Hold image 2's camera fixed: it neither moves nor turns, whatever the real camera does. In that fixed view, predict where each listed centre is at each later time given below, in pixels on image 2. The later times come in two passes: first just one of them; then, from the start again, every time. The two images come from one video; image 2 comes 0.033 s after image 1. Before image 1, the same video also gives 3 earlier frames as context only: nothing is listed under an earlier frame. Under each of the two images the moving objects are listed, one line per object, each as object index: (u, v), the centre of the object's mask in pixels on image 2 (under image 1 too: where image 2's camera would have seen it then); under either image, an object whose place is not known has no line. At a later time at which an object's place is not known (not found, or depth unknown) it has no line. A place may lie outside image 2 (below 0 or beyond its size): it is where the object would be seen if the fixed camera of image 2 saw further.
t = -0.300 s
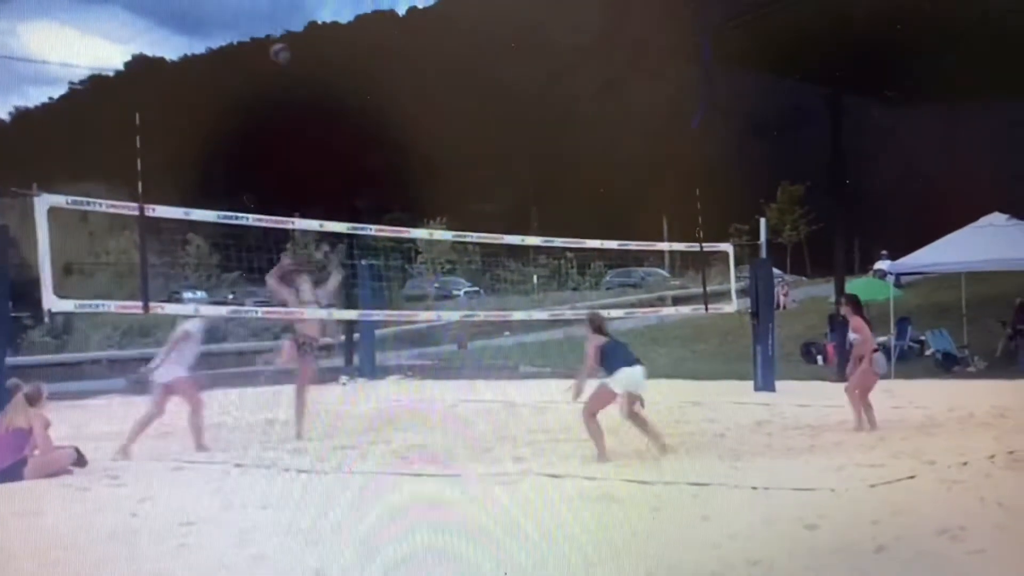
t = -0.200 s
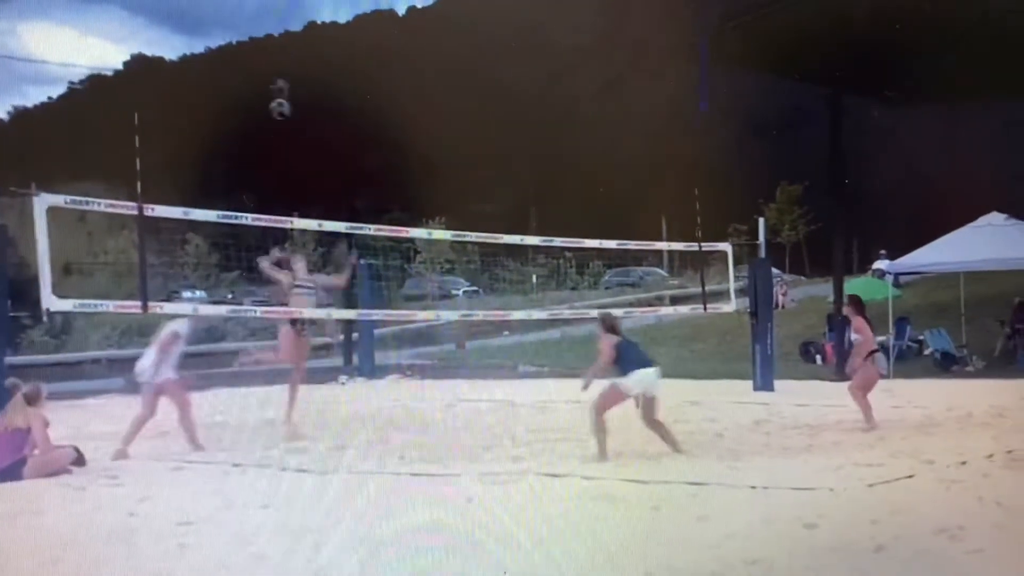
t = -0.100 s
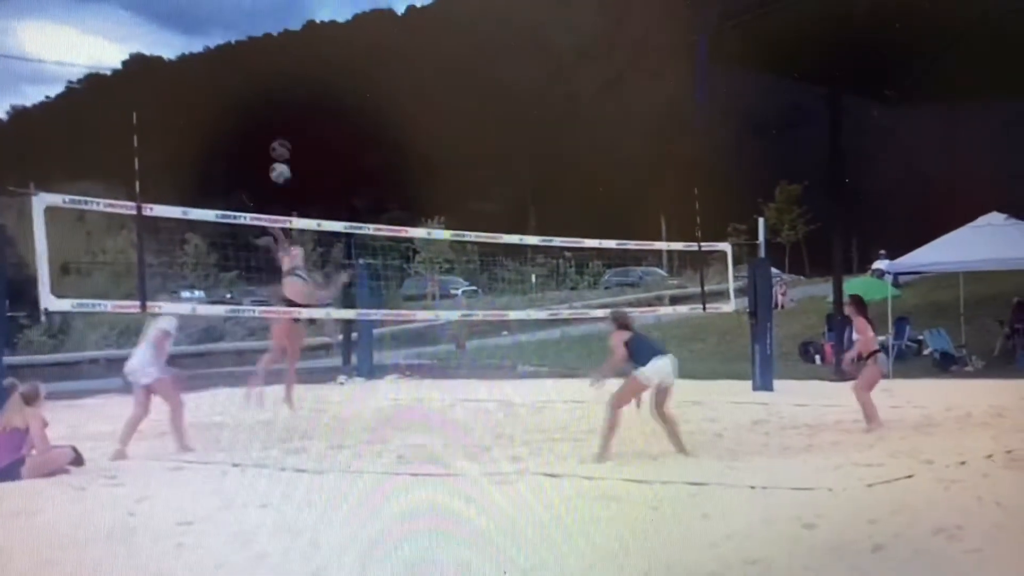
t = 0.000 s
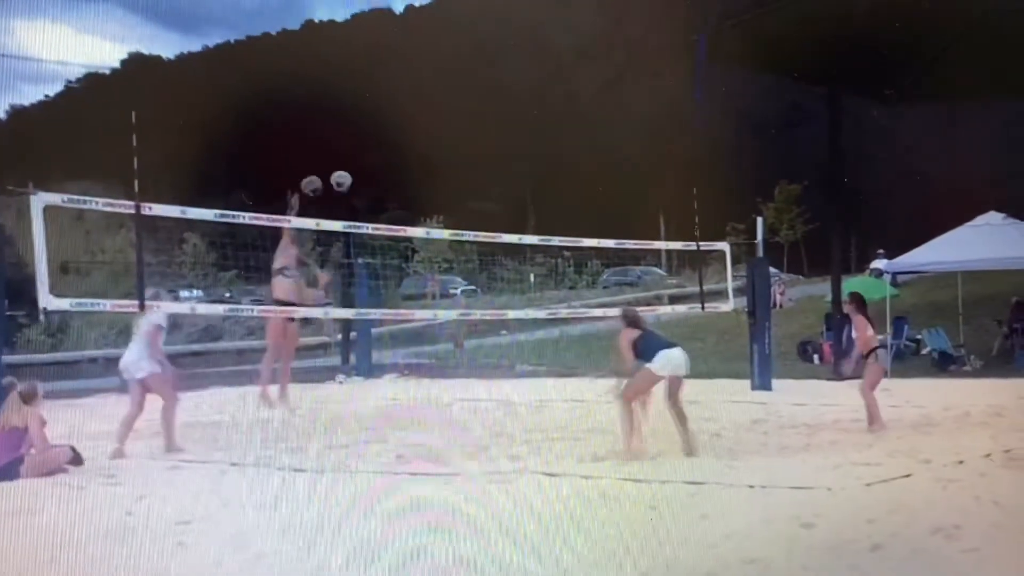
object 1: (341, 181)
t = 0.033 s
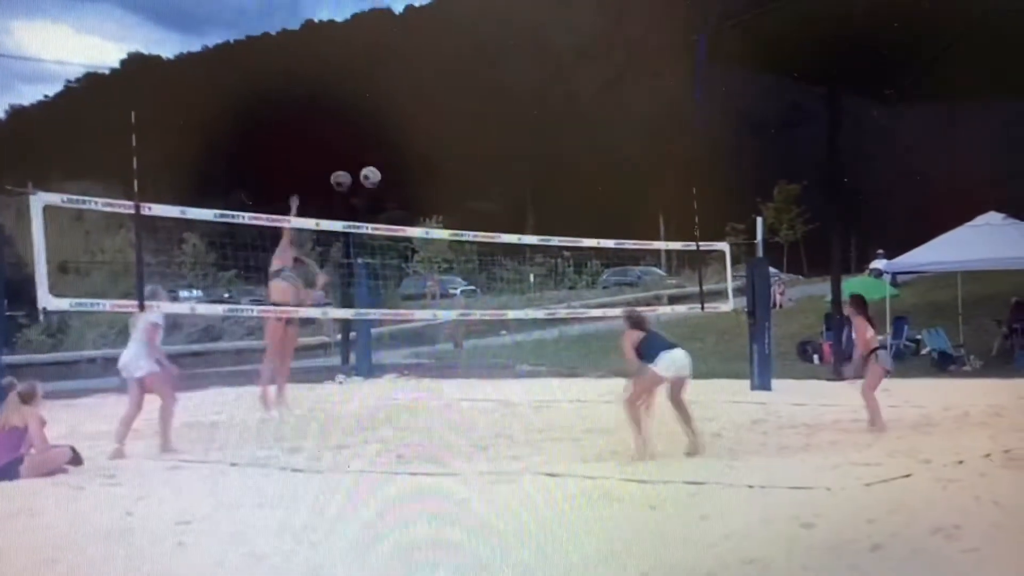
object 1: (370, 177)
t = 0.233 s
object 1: (548, 174)
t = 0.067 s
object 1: (400, 174)
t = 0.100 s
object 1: (429, 172)
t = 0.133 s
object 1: (459, 170)
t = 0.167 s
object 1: (489, 170)
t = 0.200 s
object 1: (518, 171)
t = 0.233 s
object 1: (548, 174)
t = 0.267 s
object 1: (577, 176)
